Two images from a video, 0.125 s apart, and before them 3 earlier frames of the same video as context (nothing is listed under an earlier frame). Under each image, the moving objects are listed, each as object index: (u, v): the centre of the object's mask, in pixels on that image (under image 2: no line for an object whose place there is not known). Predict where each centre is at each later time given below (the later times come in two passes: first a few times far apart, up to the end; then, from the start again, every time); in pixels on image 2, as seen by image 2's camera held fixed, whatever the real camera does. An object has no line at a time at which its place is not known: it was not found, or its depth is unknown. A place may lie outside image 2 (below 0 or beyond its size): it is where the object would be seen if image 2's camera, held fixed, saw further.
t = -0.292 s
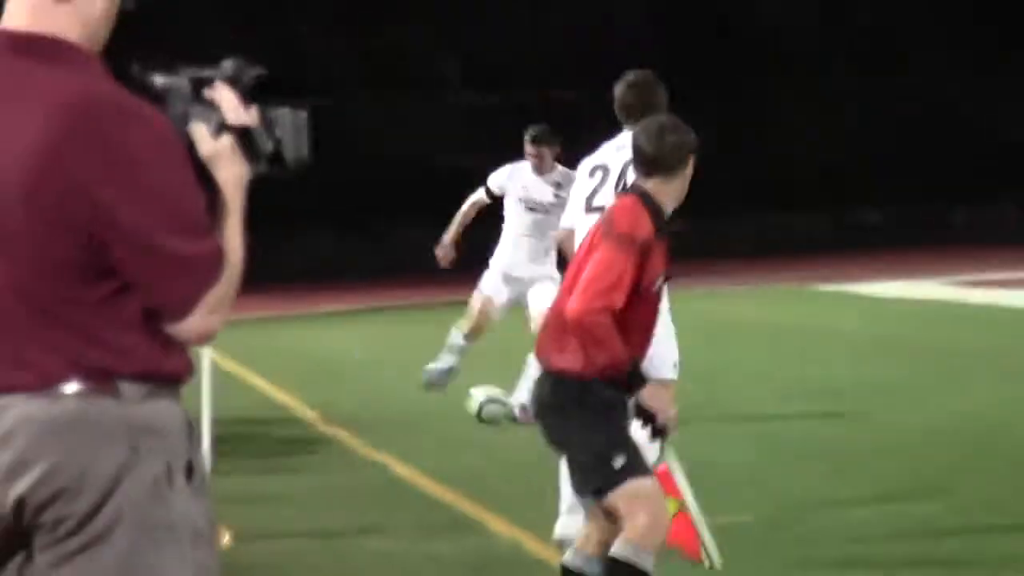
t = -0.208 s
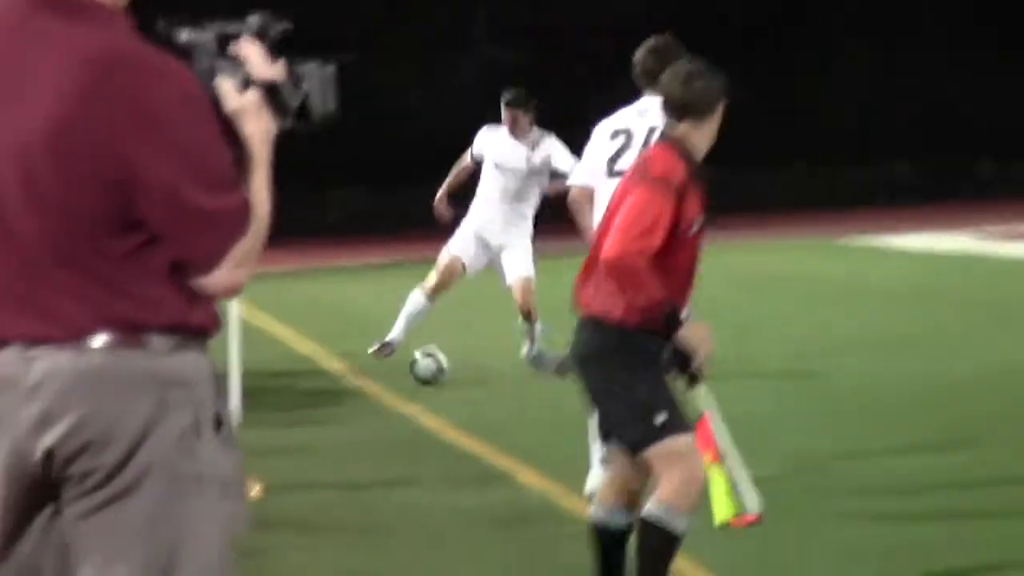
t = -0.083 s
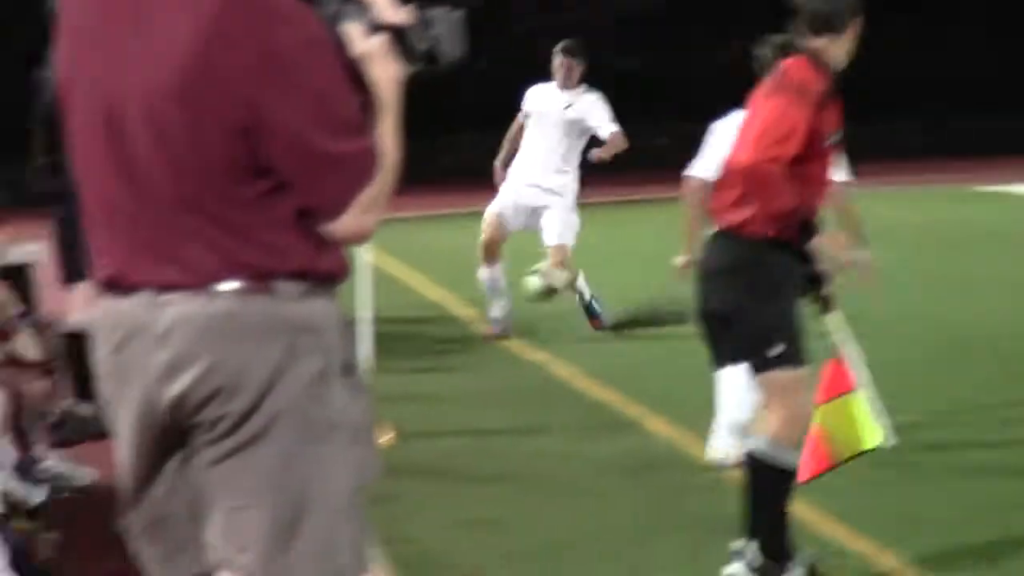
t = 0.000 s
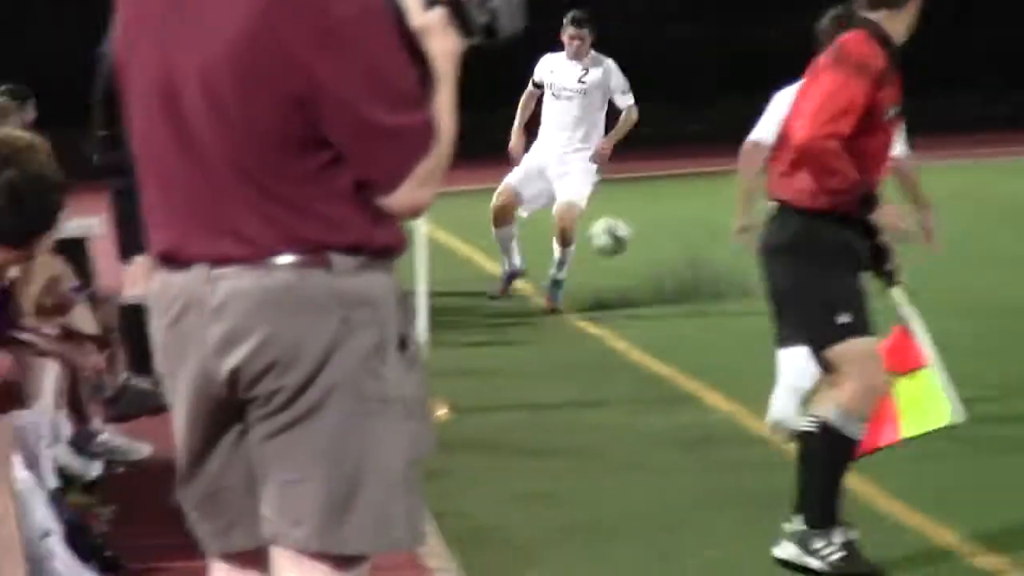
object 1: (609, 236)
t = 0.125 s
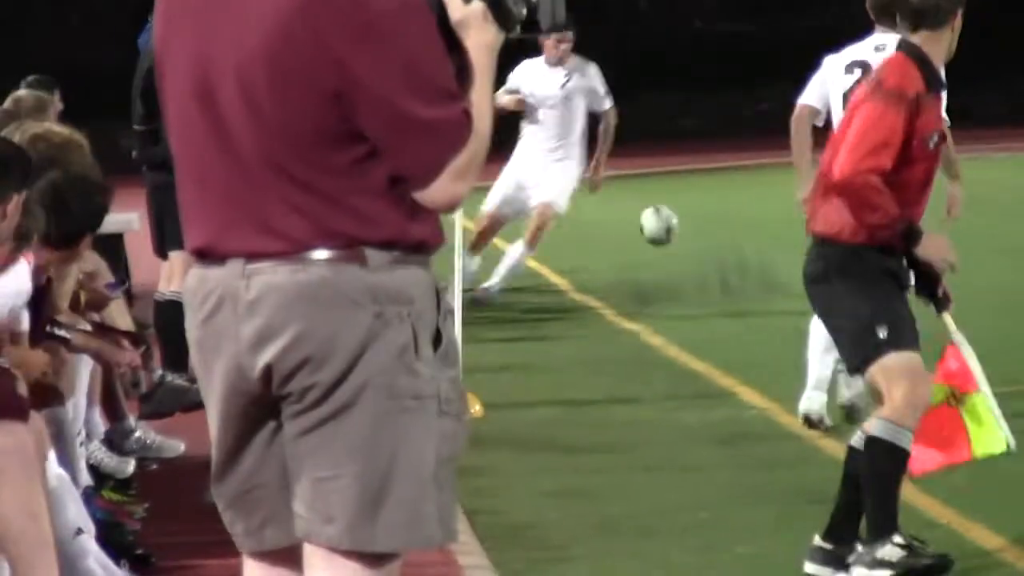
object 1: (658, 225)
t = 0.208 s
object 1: (669, 237)
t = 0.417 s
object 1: (694, 282)
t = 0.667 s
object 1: (728, 264)
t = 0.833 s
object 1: (758, 290)
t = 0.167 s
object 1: (664, 231)
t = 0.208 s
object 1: (669, 237)
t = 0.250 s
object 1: (673, 251)
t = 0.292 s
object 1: (677, 264)
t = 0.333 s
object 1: (686, 286)
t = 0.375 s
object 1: (687, 294)
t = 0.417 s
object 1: (694, 282)
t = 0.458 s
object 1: (701, 269)
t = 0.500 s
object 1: (705, 261)
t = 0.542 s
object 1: (710, 256)
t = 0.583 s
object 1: (717, 256)
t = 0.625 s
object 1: (725, 257)
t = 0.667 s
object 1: (728, 264)
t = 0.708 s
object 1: (735, 272)
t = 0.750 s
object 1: (745, 287)
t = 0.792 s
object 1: (751, 298)
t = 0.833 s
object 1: (758, 290)
